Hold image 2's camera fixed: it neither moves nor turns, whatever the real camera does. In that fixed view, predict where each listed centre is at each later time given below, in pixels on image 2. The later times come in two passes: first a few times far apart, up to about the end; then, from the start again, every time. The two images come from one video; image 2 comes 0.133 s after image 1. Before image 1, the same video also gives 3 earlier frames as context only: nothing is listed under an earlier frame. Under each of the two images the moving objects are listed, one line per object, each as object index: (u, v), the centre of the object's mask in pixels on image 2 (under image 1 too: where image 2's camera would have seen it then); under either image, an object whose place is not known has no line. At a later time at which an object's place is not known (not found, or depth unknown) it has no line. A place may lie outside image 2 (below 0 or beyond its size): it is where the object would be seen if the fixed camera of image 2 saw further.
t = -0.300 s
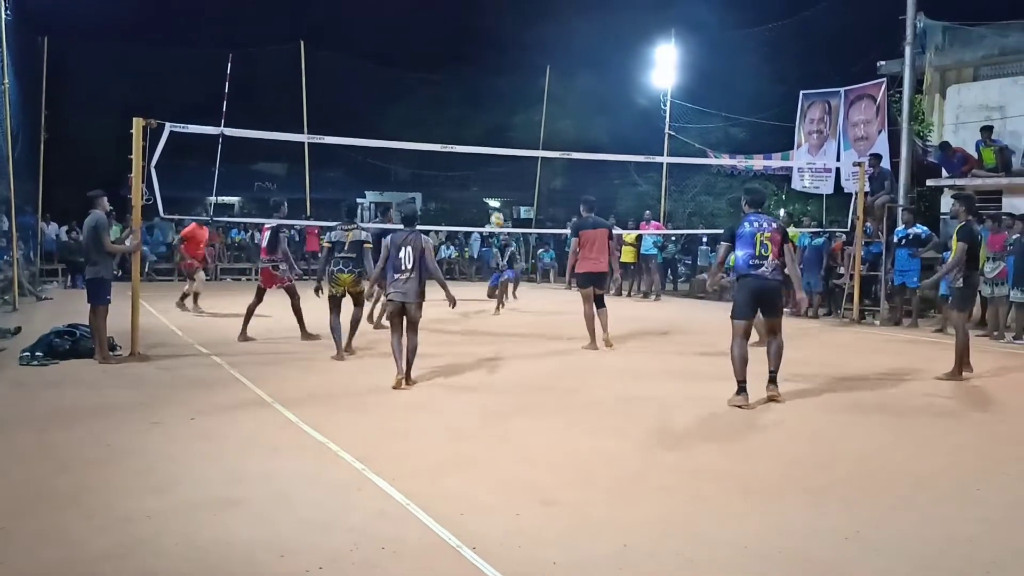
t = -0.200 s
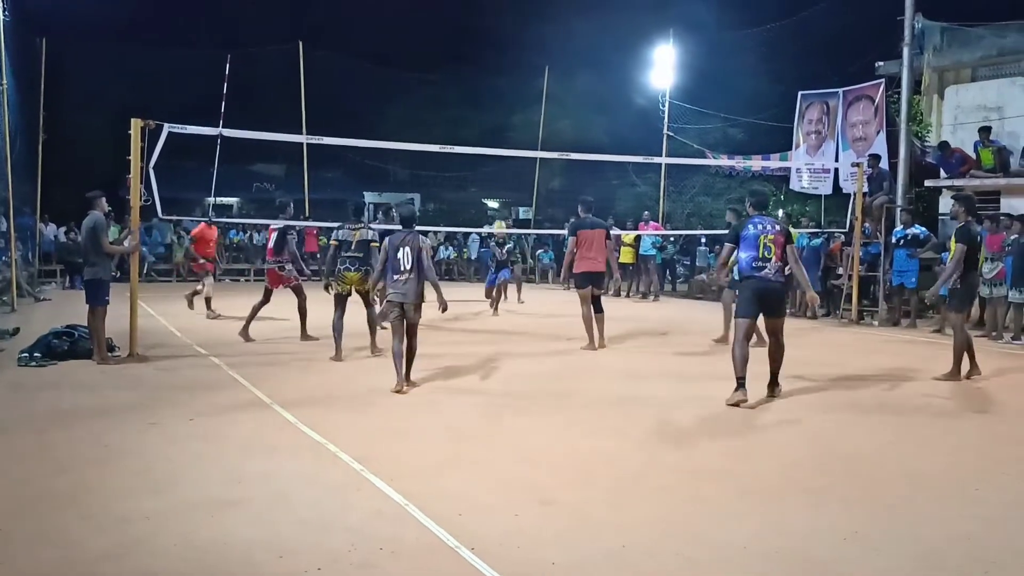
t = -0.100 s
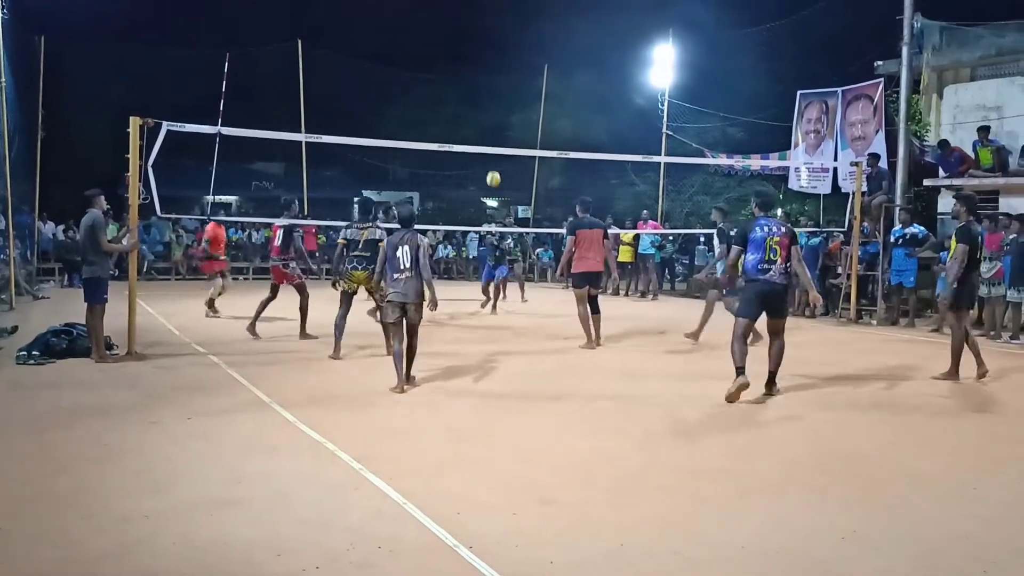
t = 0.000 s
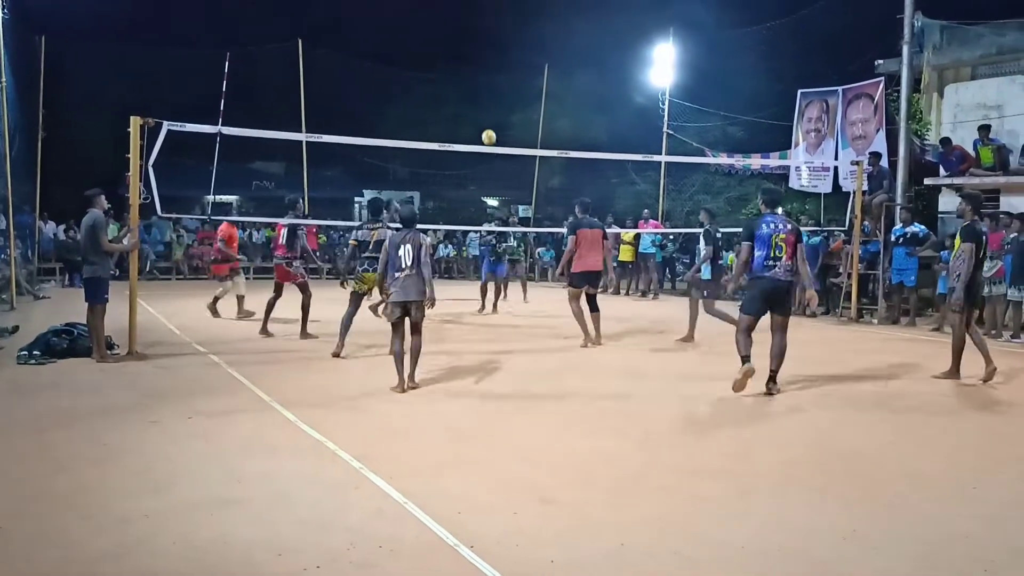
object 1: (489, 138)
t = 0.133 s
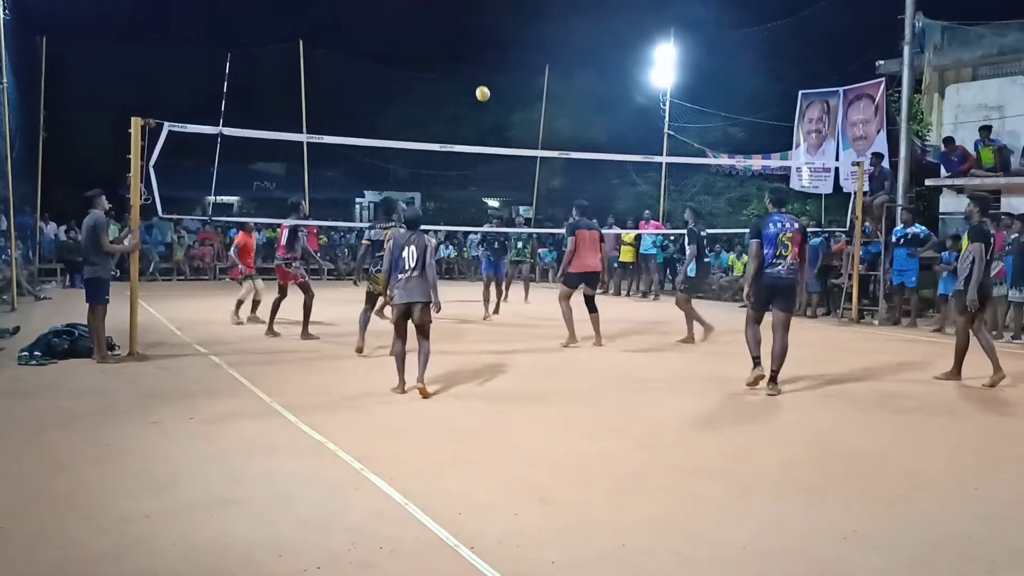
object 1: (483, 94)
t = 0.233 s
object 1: (477, 67)
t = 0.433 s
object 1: (466, 35)
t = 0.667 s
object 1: (453, 28)
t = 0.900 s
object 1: (440, 55)
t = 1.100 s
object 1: (430, 104)
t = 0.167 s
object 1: (481, 84)
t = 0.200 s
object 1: (479, 75)
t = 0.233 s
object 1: (477, 67)
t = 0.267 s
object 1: (475, 60)
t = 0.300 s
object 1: (473, 54)
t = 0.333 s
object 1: (472, 48)
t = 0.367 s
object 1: (470, 43)
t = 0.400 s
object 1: (467, 38)
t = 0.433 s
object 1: (466, 35)
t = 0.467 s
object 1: (464, 32)
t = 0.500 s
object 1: (462, 30)
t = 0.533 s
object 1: (460, 28)
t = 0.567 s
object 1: (458, 27)
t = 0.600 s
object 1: (457, 27)
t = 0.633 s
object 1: (455, 27)
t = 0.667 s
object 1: (453, 28)
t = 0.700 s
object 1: (451, 30)
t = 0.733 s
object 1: (449, 33)
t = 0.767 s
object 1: (447, 36)
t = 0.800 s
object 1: (445, 40)
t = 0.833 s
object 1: (444, 44)
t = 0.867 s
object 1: (442, 50)
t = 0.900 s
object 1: (440, 55)
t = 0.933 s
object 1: (438, 62)
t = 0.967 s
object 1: (437, 69)
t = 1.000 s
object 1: (435, 77)
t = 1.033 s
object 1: (433, 85)
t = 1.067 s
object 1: (431, 94)
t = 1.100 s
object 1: (430, 104)
